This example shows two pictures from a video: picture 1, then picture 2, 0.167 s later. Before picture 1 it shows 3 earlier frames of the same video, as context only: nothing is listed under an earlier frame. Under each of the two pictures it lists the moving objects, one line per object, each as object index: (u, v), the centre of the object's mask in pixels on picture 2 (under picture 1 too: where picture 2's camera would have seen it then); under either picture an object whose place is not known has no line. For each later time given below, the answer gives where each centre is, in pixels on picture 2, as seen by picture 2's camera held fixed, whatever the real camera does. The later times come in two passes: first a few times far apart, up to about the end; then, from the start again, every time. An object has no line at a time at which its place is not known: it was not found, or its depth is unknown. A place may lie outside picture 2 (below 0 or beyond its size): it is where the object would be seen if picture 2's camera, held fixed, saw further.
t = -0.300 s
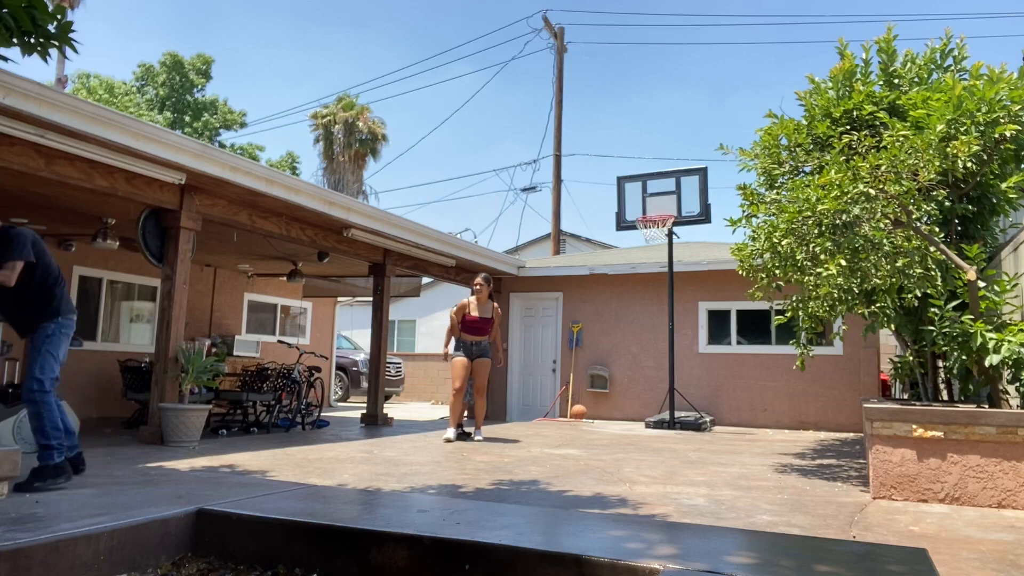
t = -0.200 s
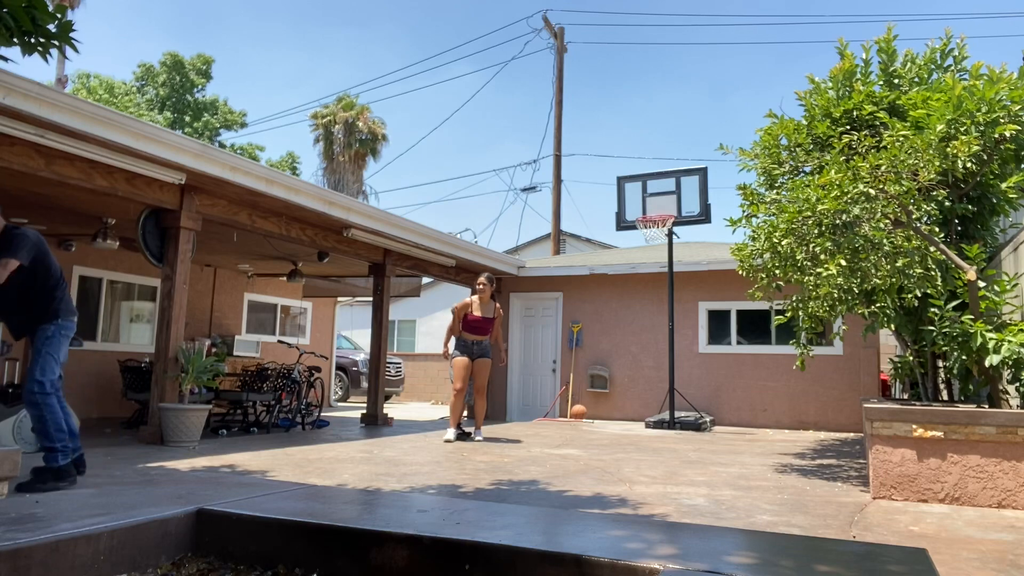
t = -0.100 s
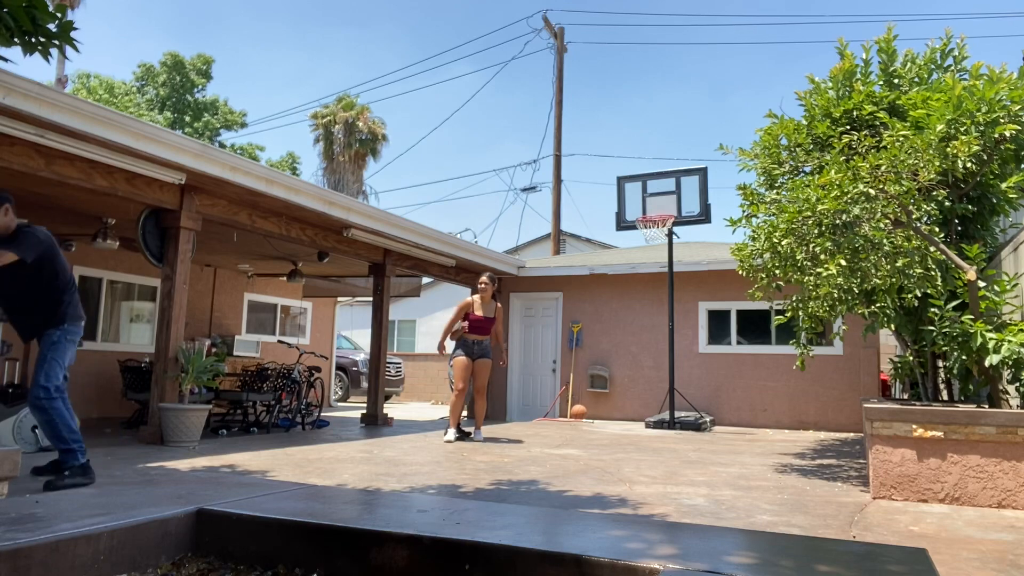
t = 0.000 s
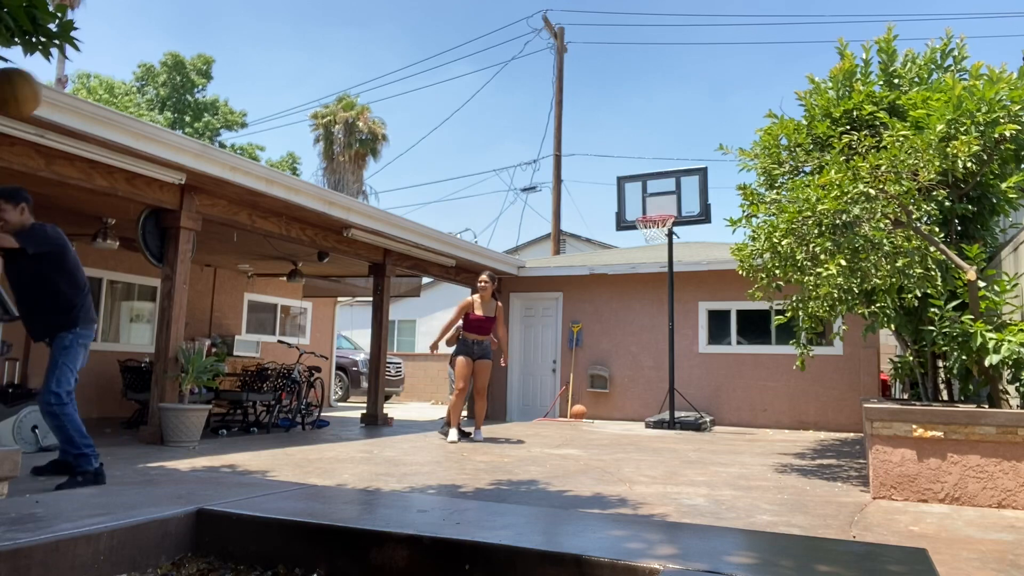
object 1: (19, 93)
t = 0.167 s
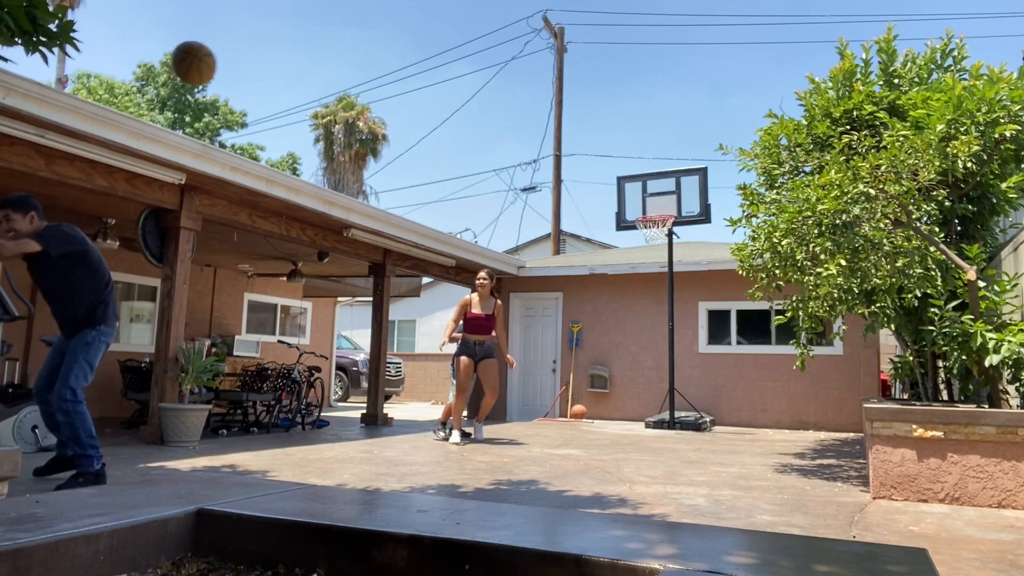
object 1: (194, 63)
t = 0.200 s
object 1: (224, 63)
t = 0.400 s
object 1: (375, 98)
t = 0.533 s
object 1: (454, 146)
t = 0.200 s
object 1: (224, 63)
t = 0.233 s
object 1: (252, 65)
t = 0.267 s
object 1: (279, 69)
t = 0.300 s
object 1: (305, 74)
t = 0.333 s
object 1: (330, 81)
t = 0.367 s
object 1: (353, 89)
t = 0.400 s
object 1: (375, 98)
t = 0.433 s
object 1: (396, 108)
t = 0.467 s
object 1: (416, 120)
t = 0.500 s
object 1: (436, 132)
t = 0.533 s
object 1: (454, 146)
